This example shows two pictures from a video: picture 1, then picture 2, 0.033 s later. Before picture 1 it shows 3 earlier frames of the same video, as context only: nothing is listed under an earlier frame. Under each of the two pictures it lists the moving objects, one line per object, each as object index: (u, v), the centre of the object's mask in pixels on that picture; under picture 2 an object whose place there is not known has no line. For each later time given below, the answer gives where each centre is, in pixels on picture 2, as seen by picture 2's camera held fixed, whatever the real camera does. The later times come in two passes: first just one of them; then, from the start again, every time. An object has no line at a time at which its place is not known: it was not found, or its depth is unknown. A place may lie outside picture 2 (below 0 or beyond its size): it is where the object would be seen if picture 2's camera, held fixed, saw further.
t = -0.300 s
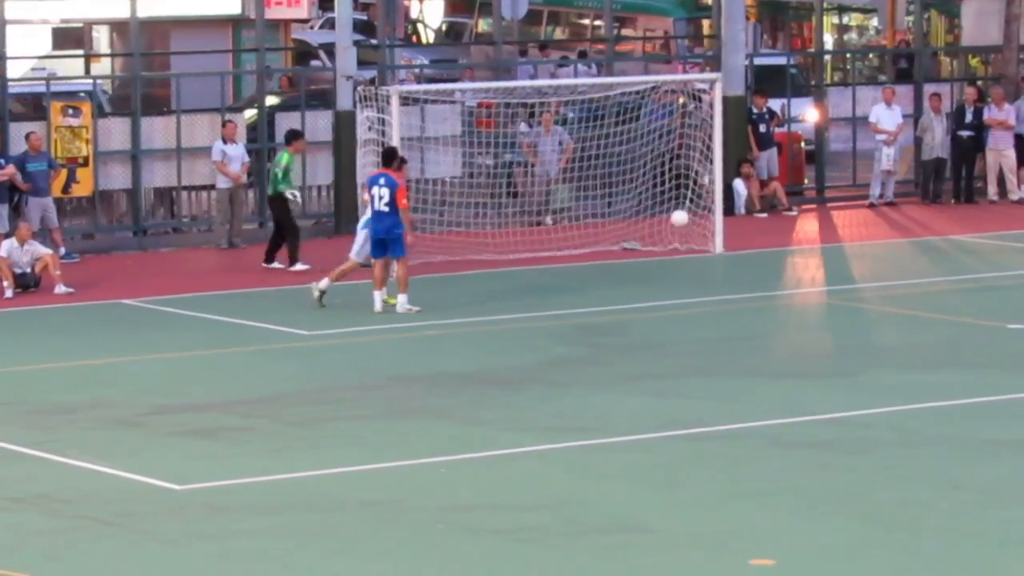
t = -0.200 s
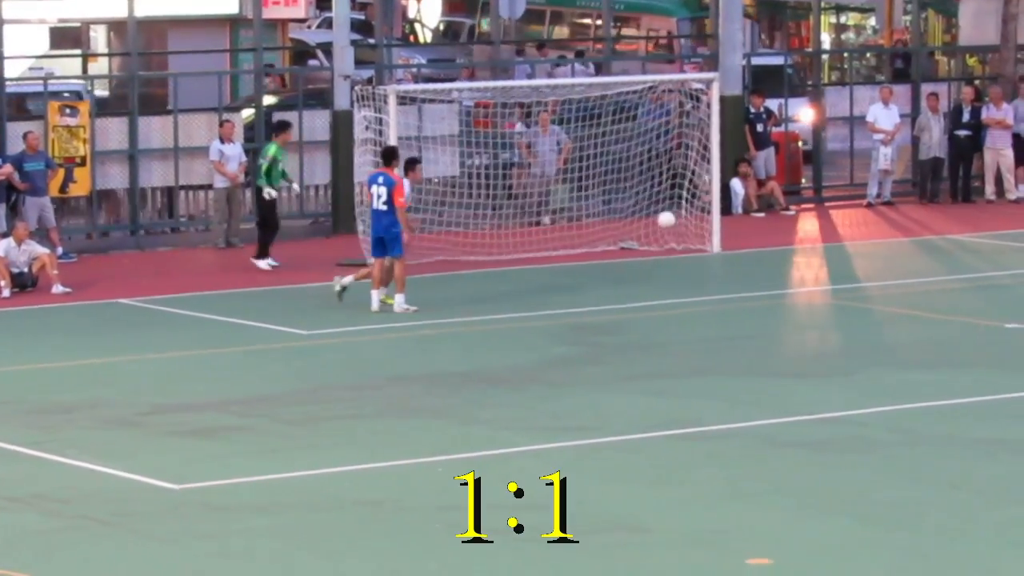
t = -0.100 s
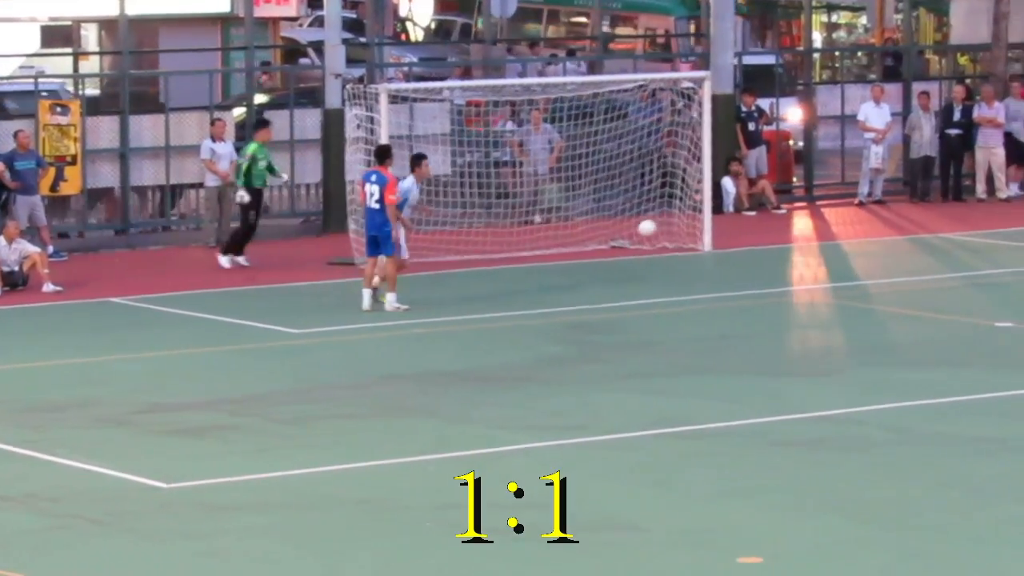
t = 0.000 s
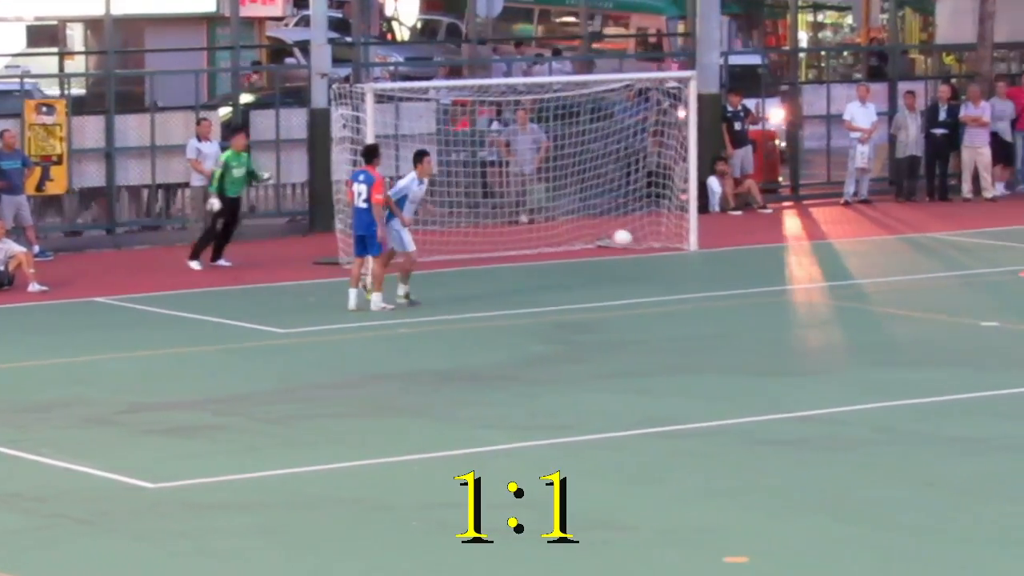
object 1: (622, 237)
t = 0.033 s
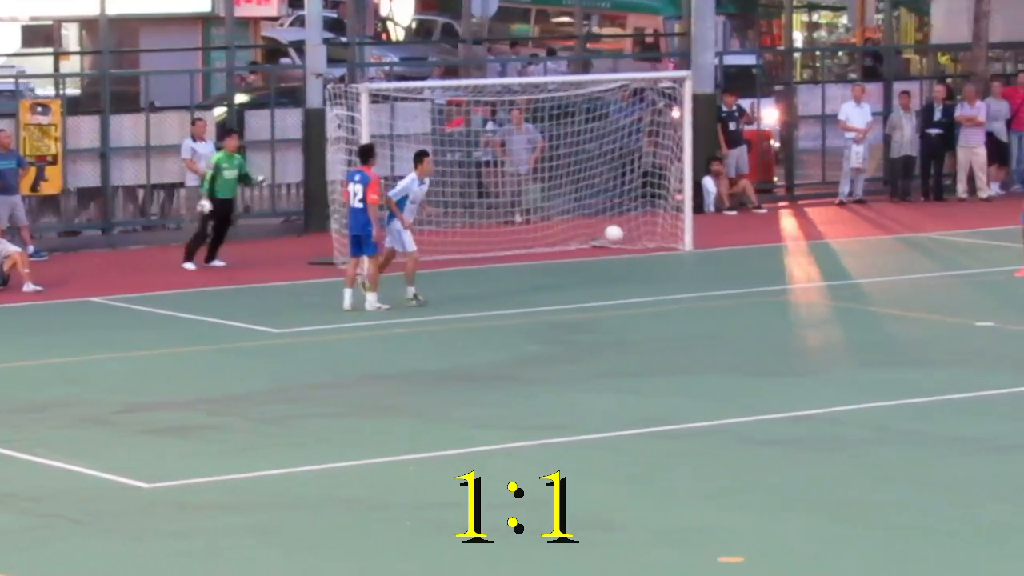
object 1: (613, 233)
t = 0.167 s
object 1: (600, 223)
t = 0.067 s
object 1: (610, 230)
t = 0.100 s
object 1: (606, 227)
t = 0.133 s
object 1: (603, 224)
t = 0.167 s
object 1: (600, 223)
